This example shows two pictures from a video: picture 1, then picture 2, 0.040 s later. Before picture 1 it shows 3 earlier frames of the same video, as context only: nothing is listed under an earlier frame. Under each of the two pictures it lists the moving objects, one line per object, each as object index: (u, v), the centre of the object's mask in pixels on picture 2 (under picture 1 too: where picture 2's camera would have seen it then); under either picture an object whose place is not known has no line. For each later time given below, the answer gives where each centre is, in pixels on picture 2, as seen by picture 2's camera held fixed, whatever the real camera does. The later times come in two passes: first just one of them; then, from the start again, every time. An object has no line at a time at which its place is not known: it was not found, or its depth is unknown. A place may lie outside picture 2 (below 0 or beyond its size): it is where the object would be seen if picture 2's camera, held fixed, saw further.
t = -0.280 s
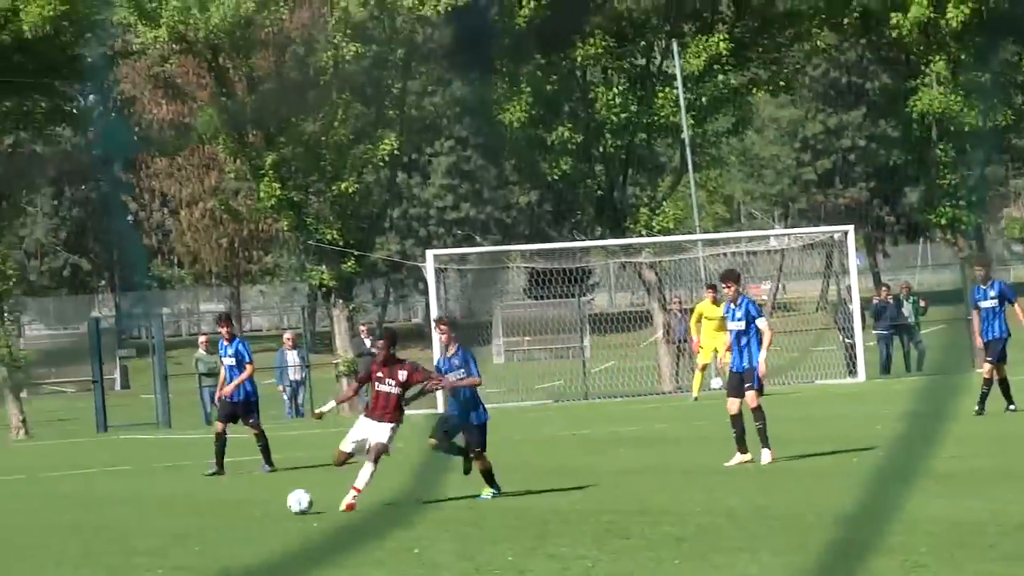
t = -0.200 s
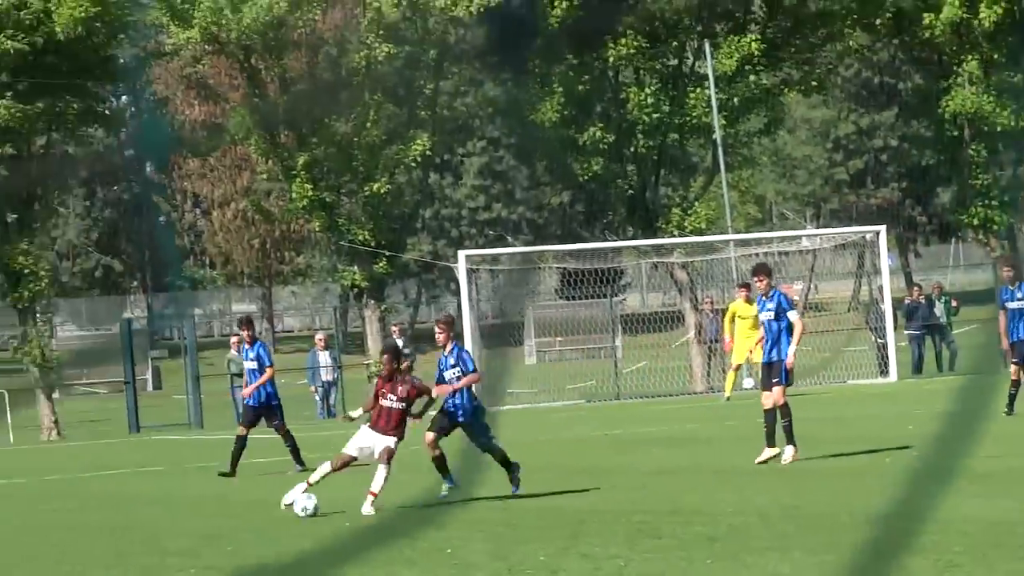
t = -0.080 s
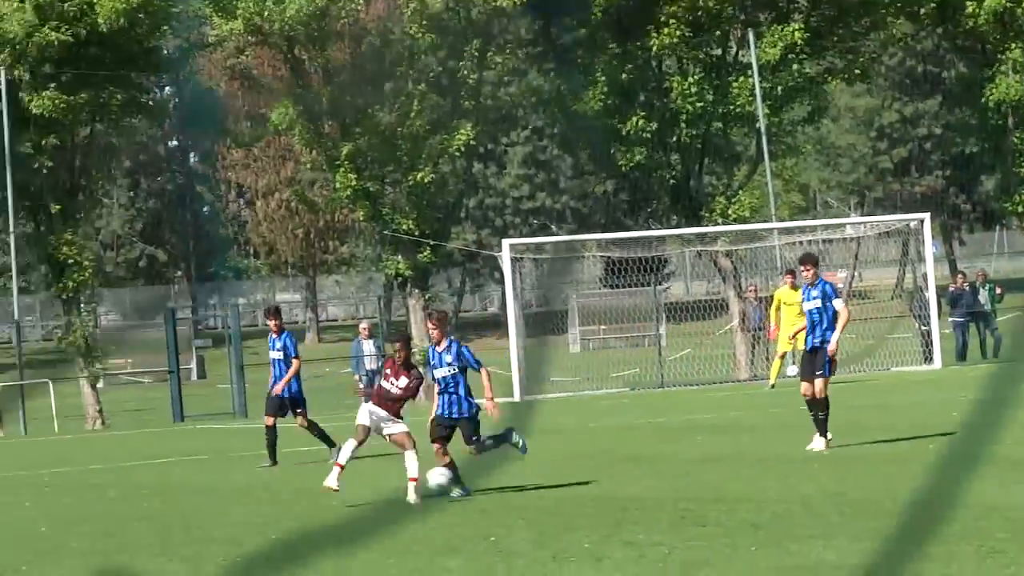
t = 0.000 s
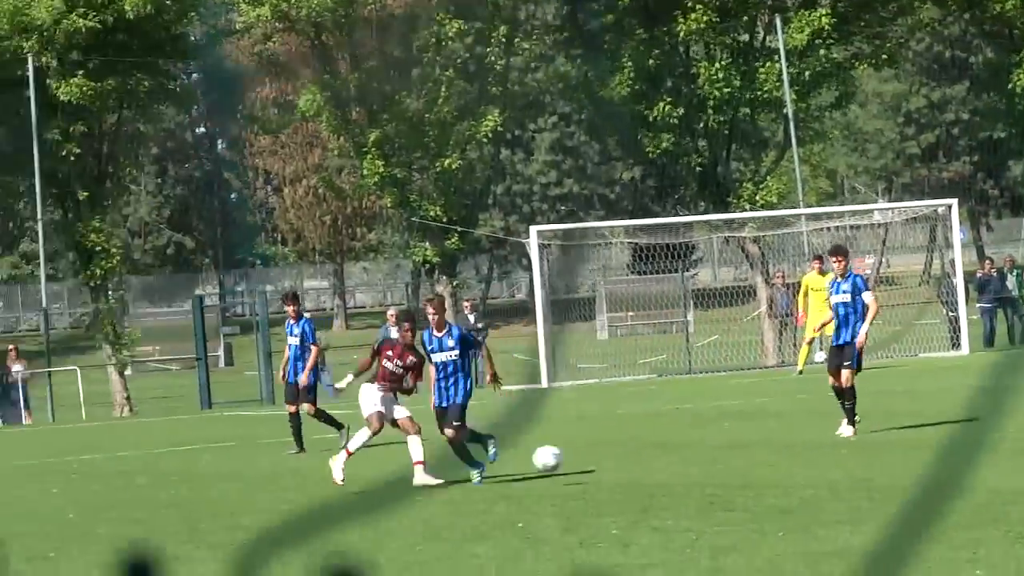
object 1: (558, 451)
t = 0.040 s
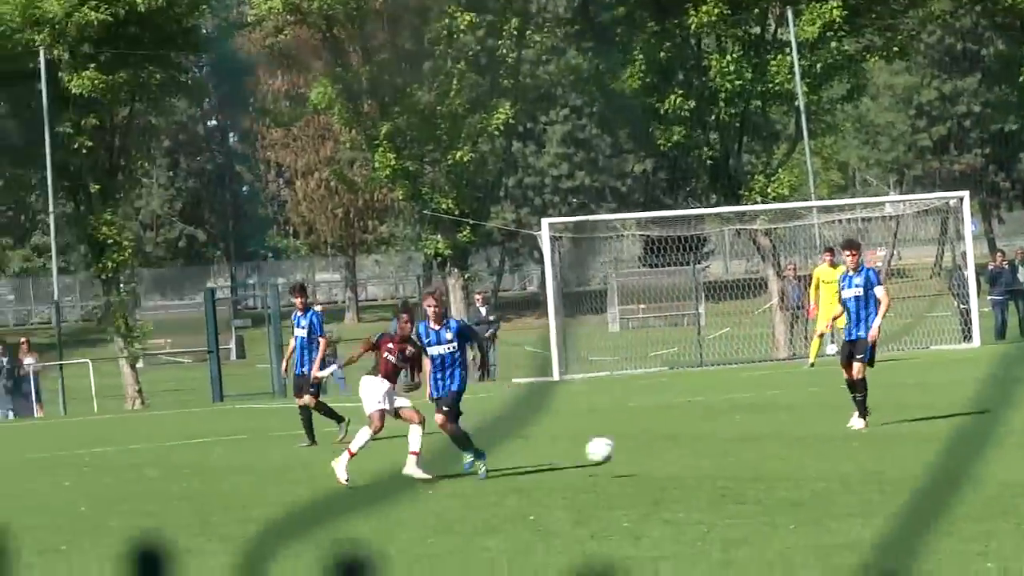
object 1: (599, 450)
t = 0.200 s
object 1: (764, 457)
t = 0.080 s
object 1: (642, 452)
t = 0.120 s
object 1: (684, 456)
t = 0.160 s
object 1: (727, 460)
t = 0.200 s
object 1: (764, 457)
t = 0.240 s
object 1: (799, 451)
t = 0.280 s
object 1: (834, 447)
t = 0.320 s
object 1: (872, 446)
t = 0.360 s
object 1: (912, 448)
